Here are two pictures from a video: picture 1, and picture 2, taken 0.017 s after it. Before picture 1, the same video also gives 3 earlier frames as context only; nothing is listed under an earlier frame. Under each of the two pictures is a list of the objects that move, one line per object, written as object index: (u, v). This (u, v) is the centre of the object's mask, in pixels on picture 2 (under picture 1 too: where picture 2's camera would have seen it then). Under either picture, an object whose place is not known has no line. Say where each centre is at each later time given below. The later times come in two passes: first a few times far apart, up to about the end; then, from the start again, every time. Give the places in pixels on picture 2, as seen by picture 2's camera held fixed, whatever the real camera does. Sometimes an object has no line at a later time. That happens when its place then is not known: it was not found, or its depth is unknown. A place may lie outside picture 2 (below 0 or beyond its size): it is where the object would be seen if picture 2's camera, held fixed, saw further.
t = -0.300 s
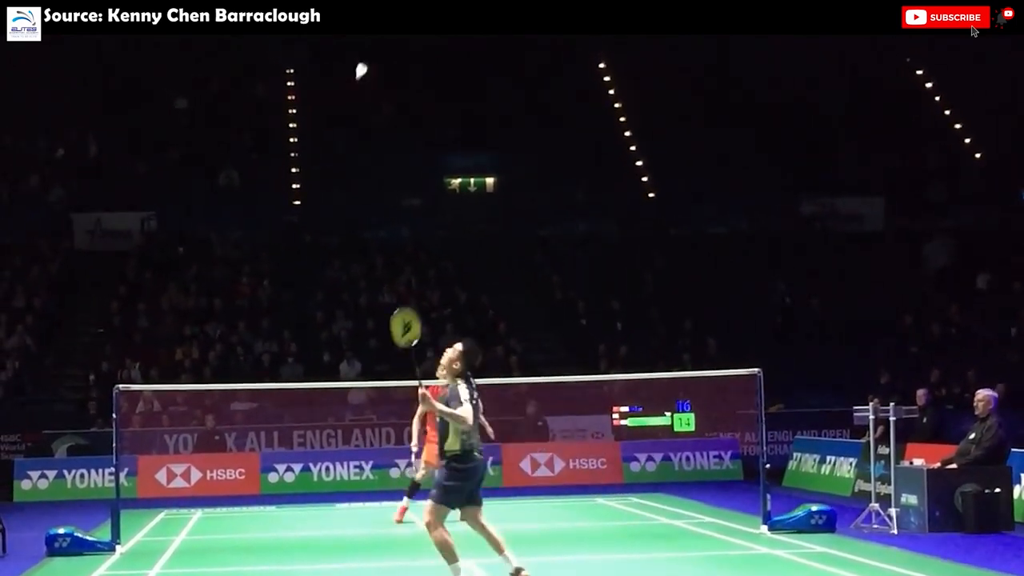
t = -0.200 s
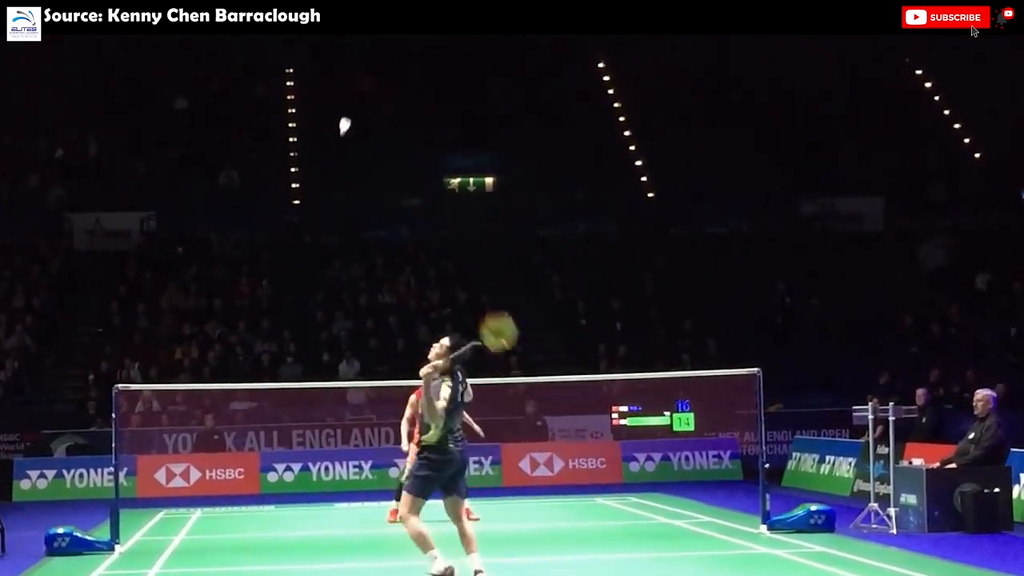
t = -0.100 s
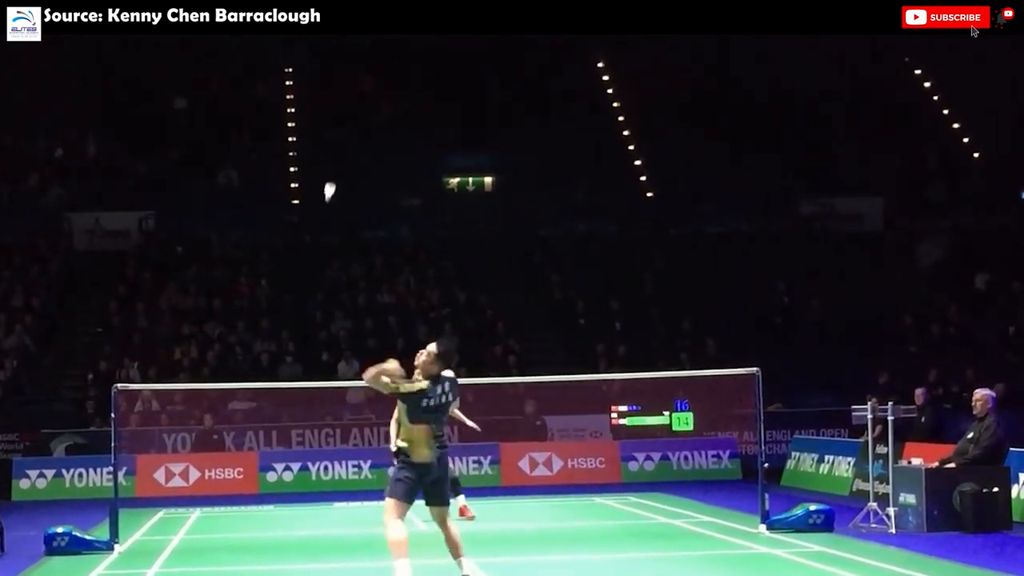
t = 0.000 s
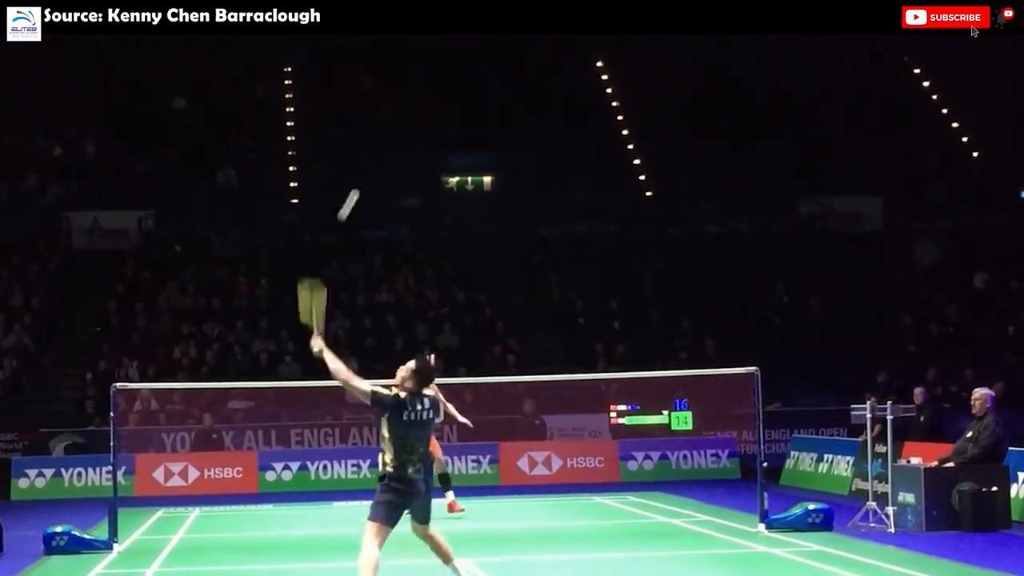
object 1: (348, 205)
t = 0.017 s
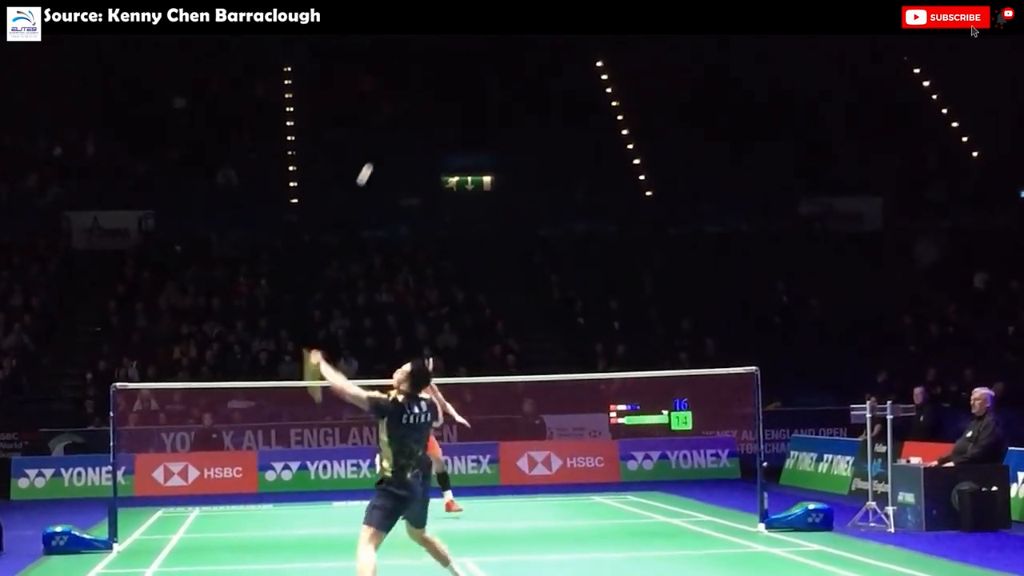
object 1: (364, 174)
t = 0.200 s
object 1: (437, 63)
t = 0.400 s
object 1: (462, 49)
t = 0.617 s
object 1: (476, 73)
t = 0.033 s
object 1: (378, 152)
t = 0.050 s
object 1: (388, 134)
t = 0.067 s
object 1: (397, 120)
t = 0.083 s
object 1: (404, 107)
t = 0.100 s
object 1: (411, 97)
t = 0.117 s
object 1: (416, 89)
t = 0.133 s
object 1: (422, 81)
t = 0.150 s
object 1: (426, 75)
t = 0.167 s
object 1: (430, 70)
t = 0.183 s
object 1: (434, 66)
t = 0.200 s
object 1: (437, 63)
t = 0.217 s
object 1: (440, 59)
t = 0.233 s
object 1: (443, 57)
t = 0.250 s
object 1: (446, 54)
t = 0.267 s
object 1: (448, 53)
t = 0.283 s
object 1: (450, 51)
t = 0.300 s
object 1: (452, 50)
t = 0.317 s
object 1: (454, 49)
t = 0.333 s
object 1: (455, 49)
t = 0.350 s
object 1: (457, 48)
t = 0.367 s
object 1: (459, 49)
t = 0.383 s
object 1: (460, 49)
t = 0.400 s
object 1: (462, 49)
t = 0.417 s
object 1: (463, 50)
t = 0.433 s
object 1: (464, 51)
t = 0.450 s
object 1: (466, 52)
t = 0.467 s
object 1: (467, 53)
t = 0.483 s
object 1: (468, 55)
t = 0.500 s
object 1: (469, 57)
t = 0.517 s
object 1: (470, 58)
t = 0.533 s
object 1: (471, 60)
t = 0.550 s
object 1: (472, 63)
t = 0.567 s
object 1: (473, 65)
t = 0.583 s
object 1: (474, 68)
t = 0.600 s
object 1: (475, 70)
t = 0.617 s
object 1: (476, 73)
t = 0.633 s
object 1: (477, 76)
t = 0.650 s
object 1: (478, 79)
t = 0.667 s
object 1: (479, 83)
